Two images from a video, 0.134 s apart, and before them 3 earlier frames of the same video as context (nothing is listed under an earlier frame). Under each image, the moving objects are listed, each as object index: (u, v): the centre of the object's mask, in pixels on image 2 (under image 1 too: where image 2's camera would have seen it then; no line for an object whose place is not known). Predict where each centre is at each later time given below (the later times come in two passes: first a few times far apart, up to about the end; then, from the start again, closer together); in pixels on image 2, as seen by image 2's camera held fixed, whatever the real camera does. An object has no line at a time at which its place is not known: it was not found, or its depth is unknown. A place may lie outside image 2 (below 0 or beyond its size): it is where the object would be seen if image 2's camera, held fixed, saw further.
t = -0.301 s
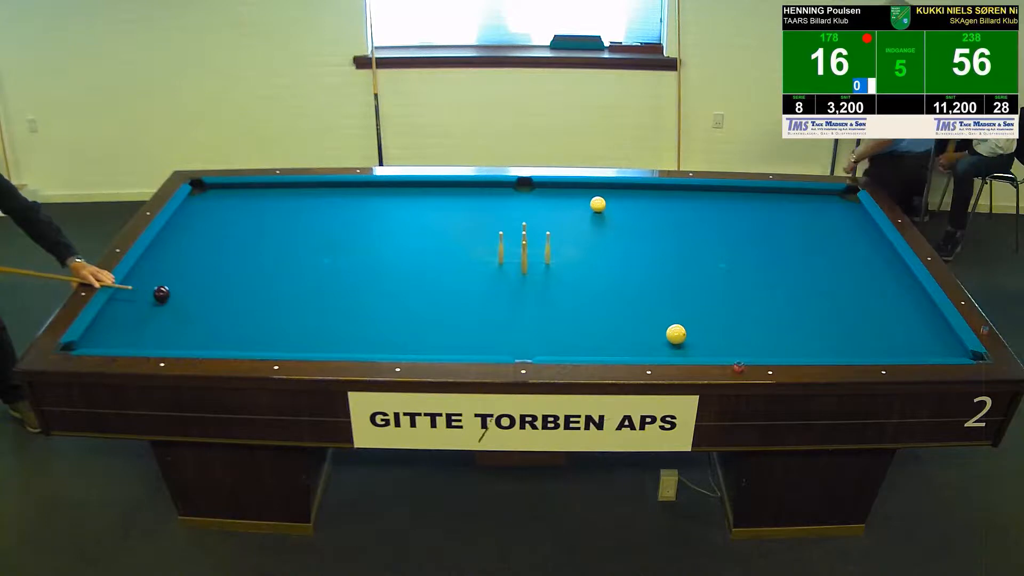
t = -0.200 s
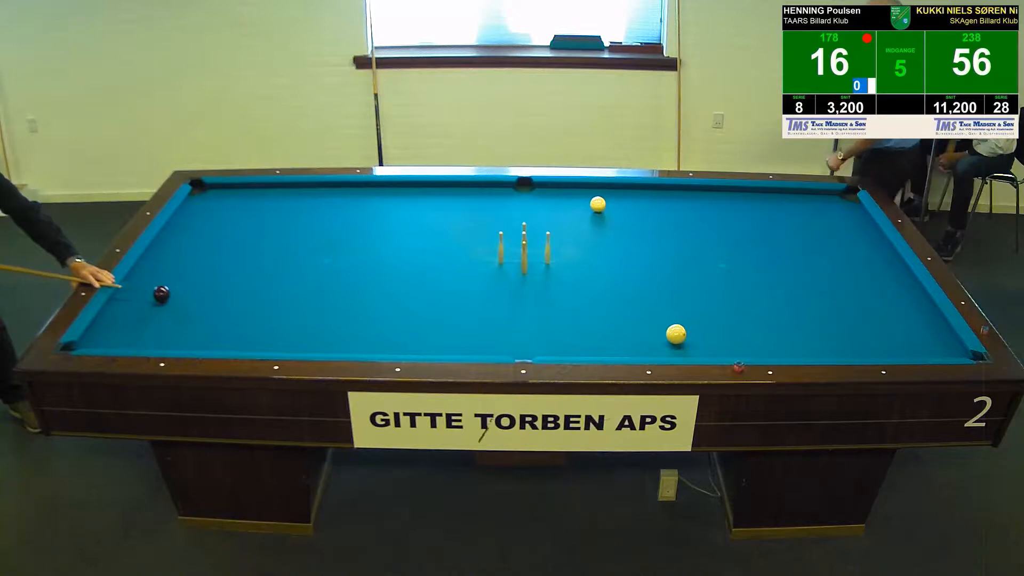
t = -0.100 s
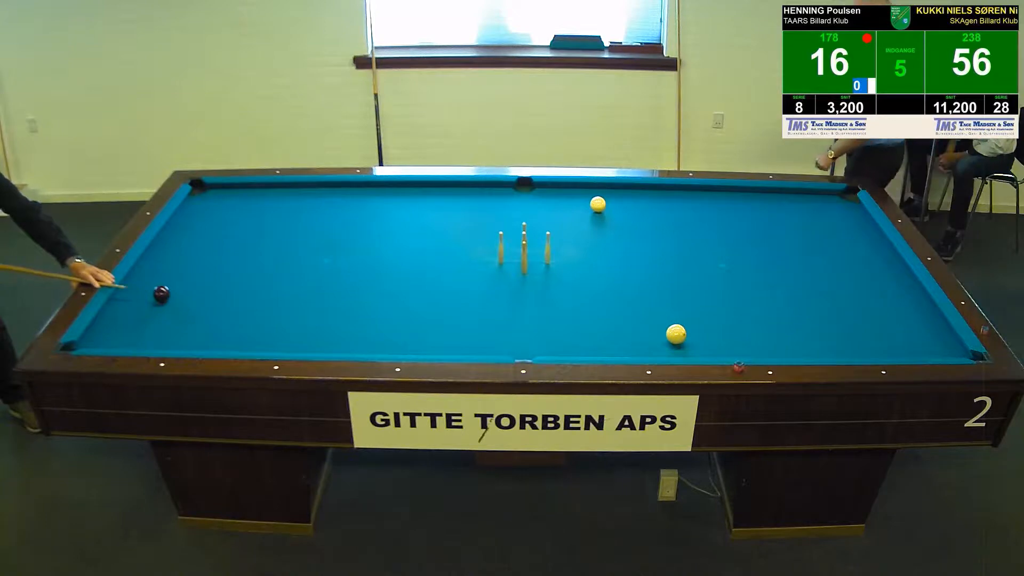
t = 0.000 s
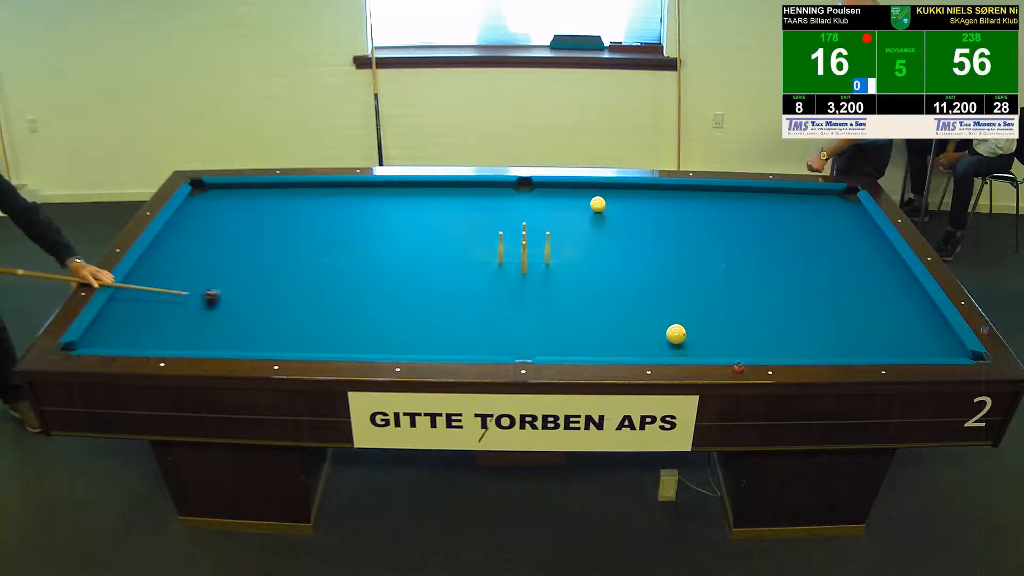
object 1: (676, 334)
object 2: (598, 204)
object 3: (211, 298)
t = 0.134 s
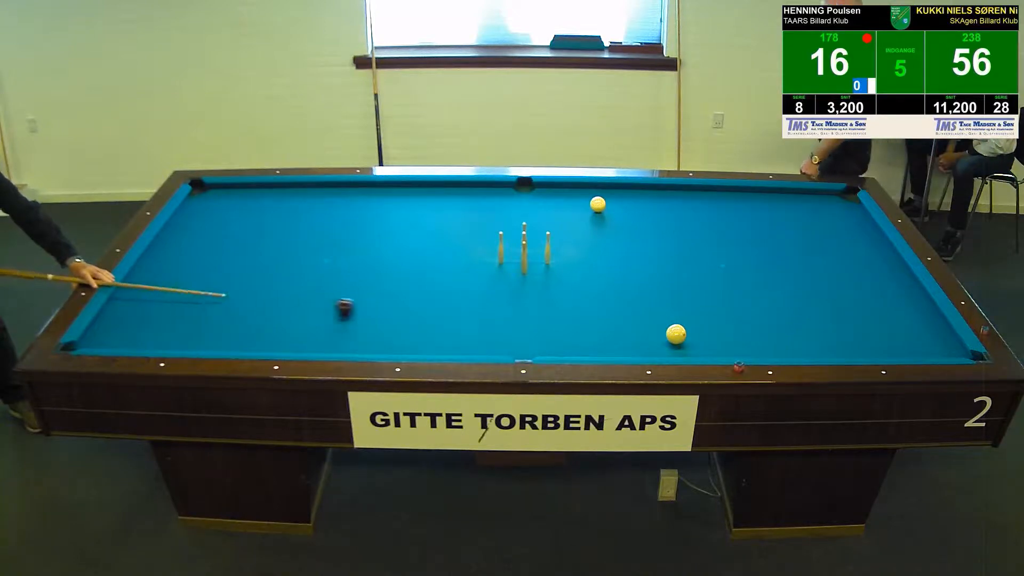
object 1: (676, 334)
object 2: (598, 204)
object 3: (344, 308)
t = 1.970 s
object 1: (746, 223)
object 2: (598, 204)
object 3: (785, 224)
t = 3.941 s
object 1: (517, 219)
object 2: (508, 238)
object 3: (551, 205)
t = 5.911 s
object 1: (337, 260)
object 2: (347, 300)
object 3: (442, 221)
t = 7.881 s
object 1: (192, 294)
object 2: (220, 344)
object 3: (377, 231)
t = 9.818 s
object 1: (102, 319)
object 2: (190, 326)
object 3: (363, 235)
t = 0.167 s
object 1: (676, 334)
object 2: (598, 204)
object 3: (378, 310)
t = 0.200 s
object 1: (676, 334)
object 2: (598, 204)
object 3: (411, 312)
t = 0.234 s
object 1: (676, 334)
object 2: (598, 204)
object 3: (445, 315)
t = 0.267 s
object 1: (676, 334)
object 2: (598, 204)
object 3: (476, 317)
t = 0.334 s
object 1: (676, 334)
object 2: (598, 204)
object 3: (541, 322)
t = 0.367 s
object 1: (676, 334)
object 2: (598, 204)
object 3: (572, 324)
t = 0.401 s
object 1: (676, 334)
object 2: (598, 204)
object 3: (603, 326)
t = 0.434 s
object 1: (676, 334)
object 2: (598, 204)
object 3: (635, 329)
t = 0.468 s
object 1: (683, 336)
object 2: (598, 204)
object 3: (659, 328)
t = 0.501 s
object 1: (710, 343)
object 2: (598, 204)
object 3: (664, 324)
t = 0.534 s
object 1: (737, 348)
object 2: (598, 204)
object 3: (669, 320)
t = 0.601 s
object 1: (775, 349)
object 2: (598, 204)
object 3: (682, 313)
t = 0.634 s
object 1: (788, 346)
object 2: (598, 204)
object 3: (690, 309)
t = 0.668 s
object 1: (799, 341)
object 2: (598, 204)
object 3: (698, 306)
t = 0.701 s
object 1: (810, 337)
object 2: (598, 204)
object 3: (707, 303)
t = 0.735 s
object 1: (820, 333)
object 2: (598, 204)
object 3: (716, 301)
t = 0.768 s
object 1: (830, 330)
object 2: (598, 204)
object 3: (725, 299)
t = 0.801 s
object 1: (839, 326)
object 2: (598, 204)
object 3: (735, 296)
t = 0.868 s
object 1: (856, 320)
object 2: (598, 204)
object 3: (755, 291)
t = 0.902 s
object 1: (865, 317)
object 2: (598, 204)
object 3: (764, 289)
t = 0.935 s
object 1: (873, 314)
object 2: (598, 204)
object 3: (773, 287)
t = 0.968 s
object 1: (881, 311)
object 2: (598, 204)
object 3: (783, 285)
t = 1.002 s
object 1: (889, 308)
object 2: (598, 204)
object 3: (792, 283)
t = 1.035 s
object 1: (897, 305)
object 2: (598, 204)
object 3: (801, 281)
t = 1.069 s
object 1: (905, 303)
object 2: (598, 204)
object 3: (810, 278)
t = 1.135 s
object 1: (919, 297)
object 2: (598, 204)
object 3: (827, 274)
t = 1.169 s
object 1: (921, 294)
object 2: (598, 204)
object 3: (835, 273)
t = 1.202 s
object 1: (911, 291)
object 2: (598, 204)
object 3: (843, 271)
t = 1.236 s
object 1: (902, 287)
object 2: (598, 204)
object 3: (851, 268)
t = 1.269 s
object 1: (893, 284)
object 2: (598, 204)
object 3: (859, 266)
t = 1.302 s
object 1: (885, 281)
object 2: (598, 204)
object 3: (867, 265)
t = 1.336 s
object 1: (877, 278)
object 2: (598, 204)
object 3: (874, 262)
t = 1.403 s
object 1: (863, 271)
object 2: (598, 204)
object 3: (890, 259)
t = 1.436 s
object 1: (855, 268)
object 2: (598, 204)
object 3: (895, 258)
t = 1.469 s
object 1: (848, 265)
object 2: (598, 204)
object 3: (887, 255)
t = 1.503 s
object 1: (841, 262)
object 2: (598, 204)
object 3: (878, 253)
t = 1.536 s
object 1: (834, 259)
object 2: (598, 204)
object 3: (870, 250)
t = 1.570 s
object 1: (827, 256)
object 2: (598, 204)
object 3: (863, 248)
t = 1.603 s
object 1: (820, 253)
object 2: (598, 204)
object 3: (857, 246)
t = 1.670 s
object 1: (806, 248)
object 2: (598, 204)
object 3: (843, 242)
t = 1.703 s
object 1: (799, 245)
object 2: (598, 204)
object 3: (837, 240)
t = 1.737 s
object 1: (792, 242)
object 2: (598, 204)
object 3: (830, 238)
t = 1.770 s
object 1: (785, 239)
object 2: (598, 204)
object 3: (823, 236)
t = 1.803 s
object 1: (779, 236)
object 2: (598, 204)
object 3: (817, 234)
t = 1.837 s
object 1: (772, 234)
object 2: (598, 204)
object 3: (811, 232)
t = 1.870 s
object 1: (765, 231)
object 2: (598, 204)
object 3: (804, 230)
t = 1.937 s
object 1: (752, 226)
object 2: (598, 204)
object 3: (791, 226)
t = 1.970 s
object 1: (746, 223)
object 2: (598, 204)
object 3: (785, 224)
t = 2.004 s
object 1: (740, 221)
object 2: (598, 204)
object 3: (779, 223)
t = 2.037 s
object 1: (734, 218)
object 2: (598, 204)
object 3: (773, 221)
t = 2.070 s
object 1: (727, 216)
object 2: (598, 204)
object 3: (766, 219)
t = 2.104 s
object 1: (721, 213)
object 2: (598, 204)
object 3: (760, 217)
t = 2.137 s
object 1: (715, 211)
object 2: (598, 204)
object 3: (754, 215)
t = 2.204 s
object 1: (703, 206)
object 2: (598, 204)
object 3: (742, 211)
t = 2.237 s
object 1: (697, 204)
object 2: (598, 204)
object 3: (736, 209)
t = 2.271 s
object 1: (692, 201)
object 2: (598, 204)
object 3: (730, 208)
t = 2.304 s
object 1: (686, 199)
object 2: (598, 204)
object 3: (725, 206)
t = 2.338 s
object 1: (680, 197)
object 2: (598, 204)
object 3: (719, 204)
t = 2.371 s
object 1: (674, 195)
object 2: (598, 204)
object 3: (713, 203)
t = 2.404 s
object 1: (669, 192)
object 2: (598, 204)
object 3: (707, 201)
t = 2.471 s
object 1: (658, 188)
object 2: (598, 204)
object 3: (695, 198)
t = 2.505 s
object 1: (652, 187)
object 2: (598, 204)
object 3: (690, 196)
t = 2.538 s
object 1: (649, 188)
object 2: (598, 204)
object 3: (684, 194)
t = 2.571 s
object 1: (644, 190)
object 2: (598, 204)
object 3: (679, 193)
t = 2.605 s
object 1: (640, 191)
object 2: (598, 204)
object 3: (673, 192)
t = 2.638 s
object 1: (636, 192)
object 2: (598, 204)
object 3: (667, 191)
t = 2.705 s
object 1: (627, 194)
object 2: (598, 204)
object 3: (658, 188)
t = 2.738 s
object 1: (622, 196)
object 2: (598, 204)
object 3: (654, 189)
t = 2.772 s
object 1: (618, 197)
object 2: (598, 204)
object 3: (650, 190)
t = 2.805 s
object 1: (614, 198)
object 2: (598, 204)
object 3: (646, 191)
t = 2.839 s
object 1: (610, 199)
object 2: (597, 205)
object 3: (642, 192)
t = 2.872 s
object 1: (608, 200)
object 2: (595, 205)
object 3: (638, 193)
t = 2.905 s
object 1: (606, 200)
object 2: (592, 206)
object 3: (634, 193)
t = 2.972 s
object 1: (603, 201)
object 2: (586, 209)
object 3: (625, 195)
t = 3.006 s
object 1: (602, 201)
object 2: (583, 210)
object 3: (621, 196)
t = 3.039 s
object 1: (600, 201)
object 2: (581, 211)
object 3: (617, 196)
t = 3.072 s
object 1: (598, 201)
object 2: (578, 212)
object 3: (613, 197)
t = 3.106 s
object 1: (597, 201)
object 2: (575, 213)
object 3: (610, 198)
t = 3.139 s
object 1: (594, 202)
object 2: (573, 214)
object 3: (607, 199)
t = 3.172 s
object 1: (590, 203)
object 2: (570, 215)
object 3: (604, 199)
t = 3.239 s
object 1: (584, 204)
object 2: (564, 217)
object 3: (599, 200)
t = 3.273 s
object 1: (581, 205)
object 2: (562, 218)
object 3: (596, 200)
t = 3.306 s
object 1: (578, 205)
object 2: (559, 219)
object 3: (595, 200)
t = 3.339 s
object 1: (575, 206)
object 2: (556, 220)
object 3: (591, 200)
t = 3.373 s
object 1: (571, 207)
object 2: (554, 221)
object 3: (589, 200)
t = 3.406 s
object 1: (568, 208)
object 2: (551, 222)
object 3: (587, 201)
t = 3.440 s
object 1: (565, 208)
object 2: (548, 223)
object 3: (584, 201)
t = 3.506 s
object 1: (558, 210)
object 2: (542, 225)
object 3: (580, 202)
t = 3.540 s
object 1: (555, 211)
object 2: (540, 226)
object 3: (578, 202)
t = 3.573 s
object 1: (552, 211)
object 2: (537, 227)
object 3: (575, 202)
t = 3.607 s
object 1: (549, 212)
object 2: (534, 228)
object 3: (573, 203)
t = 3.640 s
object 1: (546, 213)
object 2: (532, 229)
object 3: (571, 203)
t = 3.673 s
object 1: (542, 213)
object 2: (530, 230)
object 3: (568, 203)
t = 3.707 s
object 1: (539, 214)
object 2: (526, 231)
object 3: (567, 204)
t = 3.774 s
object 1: (533, 216)
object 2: (519, 233)
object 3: (562, 204)
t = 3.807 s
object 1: (529, 216)
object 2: (516, 234)
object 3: (560, 204)
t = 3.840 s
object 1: (526, 217)
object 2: (514, 235)
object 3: (557, 205)
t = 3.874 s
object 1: (523, 218)
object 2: (512, 236)
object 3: (555, 205)
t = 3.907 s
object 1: (520, 218)
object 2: (510, 237)
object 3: (553, 205)
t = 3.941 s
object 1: (517, 219)
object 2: (508, 238)
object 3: (551, 205)
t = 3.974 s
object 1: (514, 220)
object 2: (505, 239)
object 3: (549, 206)
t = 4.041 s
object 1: (507, 221)
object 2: (498, 241)
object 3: (544, 206)
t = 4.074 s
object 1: (504, 222)
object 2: (493, 242)
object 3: (542, 207)
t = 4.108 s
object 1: (501, 223)
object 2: (492, 243)
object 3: (540, 207)
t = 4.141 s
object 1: (497, 224)
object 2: (490, 245)
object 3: (538, 207)
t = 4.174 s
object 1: (494, 224)
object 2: (487, 246)
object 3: (536, 207)
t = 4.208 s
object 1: (491, 225)
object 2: (484, 247)
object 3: (534, 208)
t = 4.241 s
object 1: (488, 226)
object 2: (482, 248)
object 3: (531, 208)
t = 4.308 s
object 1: (482, 227)
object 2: (476, 250)
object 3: (528, 208)
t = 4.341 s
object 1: (479, 228)
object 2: (473, 251)
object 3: (526, 209)
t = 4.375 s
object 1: (476, 229)
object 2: (471, 252)
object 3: (524, 209)
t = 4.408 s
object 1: (472, 229)
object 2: (468, 253)
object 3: (521, 209)
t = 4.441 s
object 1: (469, 230)
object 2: (465, 254)
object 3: (519, 209)
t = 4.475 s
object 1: (466, 231)
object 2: (462, 255)
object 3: (517, 210)
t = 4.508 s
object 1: (463, 232)
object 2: (459, 256)
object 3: (515, 210)
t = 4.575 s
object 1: (457, 233)
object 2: (454, 258)
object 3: (511, 211)
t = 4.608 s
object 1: (454, 234)
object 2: (451, 259)
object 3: (509, 211)
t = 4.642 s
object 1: (450, 234)
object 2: (449, 260)
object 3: (507, 211)
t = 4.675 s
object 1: (447, 235)
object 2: (446, 261)
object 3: (505, 211)
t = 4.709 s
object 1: (444, 236)
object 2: (443, 262)
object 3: (504, 212)
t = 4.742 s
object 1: (441, 236)
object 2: (440, 263)
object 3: (502, 212)
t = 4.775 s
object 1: (438, 237)
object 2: (438, 264)
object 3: (500, 212)
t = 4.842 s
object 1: (432, 238)
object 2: (432, 267)
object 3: (496, 213)
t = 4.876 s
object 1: (429, 239)
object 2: (429, 268)
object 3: (494, 213)
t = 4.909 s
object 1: (426, 240)
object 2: (427, 269)
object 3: (492, 213)
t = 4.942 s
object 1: (423, 240)
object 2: (424, 270)
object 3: (490, 214)
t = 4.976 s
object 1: (420, 241)
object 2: (421, 271)
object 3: (488, 214)
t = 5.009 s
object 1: (417, 242)
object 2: (418, 272)
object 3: (486, 214)
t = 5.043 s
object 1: (413, 242)
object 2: (416, 273)
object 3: (485, 215)
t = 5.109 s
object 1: (407, 244)
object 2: (410, 275)
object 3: (481, 215)
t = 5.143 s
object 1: (405, 244)
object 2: (408, 276)
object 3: (479, 215)
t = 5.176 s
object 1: (402, 245)
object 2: (405, 277)
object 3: (478, 216)
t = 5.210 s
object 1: (398, 246)
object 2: (402, 278)
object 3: (476, 216)
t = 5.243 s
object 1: (396, 246)
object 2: (400, 279)
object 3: (474, 216)
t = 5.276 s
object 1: (393, 247)
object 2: (397, 280)
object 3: (472, 216)
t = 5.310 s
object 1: (389, 248)
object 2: (394, 281)
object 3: (471, 217)
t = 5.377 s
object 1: (383, 249)
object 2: (389, 284)
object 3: (467, 217)
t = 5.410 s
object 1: (380, 250)
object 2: (386, 285)
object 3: (466, 217)
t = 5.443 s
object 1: (378, 251)
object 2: (383, 286)
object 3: (464, 218)
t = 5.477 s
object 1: (375, 251)
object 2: (381, 286)
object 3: (462, 218)
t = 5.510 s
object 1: (372, 252)
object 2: (378, 288)
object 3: (460, 218)
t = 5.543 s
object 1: (369, 252)
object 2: (375, 289)
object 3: (459, 219)
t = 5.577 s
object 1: (366, 253)
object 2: (373, 290)
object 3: (457, 218)
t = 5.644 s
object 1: (360, 255)
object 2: (368, 292)
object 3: (454, 219)
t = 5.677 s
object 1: (357, 255)
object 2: (365, 293)
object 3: (452, 220)
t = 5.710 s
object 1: (354, 256)
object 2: (362, 294)
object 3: (451, 220)
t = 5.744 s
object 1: (351, 257)
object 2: (360, 295)
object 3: (449, 220)
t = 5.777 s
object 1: (349, 257)
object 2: (357, 296)
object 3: (448, 220)
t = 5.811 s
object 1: (346, 258)
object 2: (354, 297)
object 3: (446, 220)
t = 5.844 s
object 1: (343, 259)
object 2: (352, 298)
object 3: (445, 221)
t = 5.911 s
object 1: (337, 260)
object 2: (347, 300)
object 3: (442, 221)
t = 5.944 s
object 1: (335, 260)
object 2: (344, 301)
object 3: (440, 221)
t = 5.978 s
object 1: (332, 261)
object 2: (341, 302)
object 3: (439, 222)
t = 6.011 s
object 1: (329, 262)
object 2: (339, 303)
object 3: (437, 222)
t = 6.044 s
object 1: (326, 262)
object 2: (336, 304)
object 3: (436, 222)
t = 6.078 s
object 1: (324, 263)
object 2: (334, 305)
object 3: (434, 222)
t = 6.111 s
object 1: (321, 264)
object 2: (331, 306)
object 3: (433, 222)
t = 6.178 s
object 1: (315, 265)
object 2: (326, 308)
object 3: (430, 223)
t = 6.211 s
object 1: (313, 266)
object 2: (323, 309)
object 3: (429, 223)
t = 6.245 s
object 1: (310, 266)
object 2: (321, 310)
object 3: (427, 223)
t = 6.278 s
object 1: (307, 267)
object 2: (319, 311)
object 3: (426, 223)
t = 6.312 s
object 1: (305, 267)
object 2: (316, 312)
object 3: (425, 224)
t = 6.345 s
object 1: (302, 268)
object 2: (314, 313)
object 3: (423, 224)
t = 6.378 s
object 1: (299, 269)
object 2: (311, 314)
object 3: (422, 224)
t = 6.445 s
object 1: (294, 270)
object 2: (306, 316)
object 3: (419, 224)
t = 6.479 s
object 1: (291, 271)
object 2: (304, 317)
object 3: (418, 225)
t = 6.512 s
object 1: (289, 271)
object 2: (301, 318)
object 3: (417, 225)
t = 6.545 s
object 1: (286, 272)
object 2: (299, 319)
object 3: (416, 225)
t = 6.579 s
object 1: (283, 272)
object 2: (296, 320)
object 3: (414, 225)
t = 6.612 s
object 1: (281, 273)
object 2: (294, 321)
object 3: (413, 226)
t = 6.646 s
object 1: (278, 274)
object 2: (292, 322)
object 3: (412, 226)
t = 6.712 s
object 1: (273, 275)
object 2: (287, 324)
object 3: (409, 226)
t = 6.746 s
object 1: (271, 275)
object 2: (285, 325)
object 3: (408, 226)
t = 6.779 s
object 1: (268, 276)
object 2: (282, 326)
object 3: (407, 227)
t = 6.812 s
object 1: (266, 277)
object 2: (280, 327)
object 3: (406, 227)
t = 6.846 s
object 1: (263, 277)
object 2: (277, 328)
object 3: (405, 227)
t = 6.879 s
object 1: (261, 278)
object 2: (275, 329)
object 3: (404, 227)
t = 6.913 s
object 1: (258, 278)
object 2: (273, 330)
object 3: (403, 227)
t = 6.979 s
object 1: (253, 280)
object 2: (268, 332)
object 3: (400, 228)
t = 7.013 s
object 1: (251, 280)
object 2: (266, 333)
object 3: (399, 228)
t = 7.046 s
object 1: (248, 281)
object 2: (263, 334)
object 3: (398, 228)
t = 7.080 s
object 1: (246, 281)
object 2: (261, 334)
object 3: (397, 228)
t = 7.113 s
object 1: (244, 282)
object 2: (259, 335)
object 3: (396, 228)
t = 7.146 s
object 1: (241, 283)
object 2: (257, 336)
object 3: (395, 229)
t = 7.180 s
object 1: (239, 283)
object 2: (255, 337)
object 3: (394, 229)
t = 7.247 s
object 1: (234, 284)
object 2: (250, 339)
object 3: (392, 229)
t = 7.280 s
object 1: (232, 285)
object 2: (248, 340)
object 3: (391, 229)
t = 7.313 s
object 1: (229, 285)
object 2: (246, 341)
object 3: (390, 229)
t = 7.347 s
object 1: (227, 286)
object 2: (243, 341)
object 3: (389, 229)
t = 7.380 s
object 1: (225, 286)
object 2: (241, 342)
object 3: (388, 230)
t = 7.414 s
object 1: (223, 287)
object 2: (239, 343)
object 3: (387, 230)
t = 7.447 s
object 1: (220, 288)
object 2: (237, 344)
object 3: (387, 230)
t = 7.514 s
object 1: (216, 289)
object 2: (232, 345)
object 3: (385, 230)
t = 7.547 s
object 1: (214, 289)
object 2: (230, 345)
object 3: (384, 230)
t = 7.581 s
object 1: (212, 289)
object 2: (228, 346)
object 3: (383, 230)
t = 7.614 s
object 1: (209, 290)
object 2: (226, 346)
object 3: (382, 230)
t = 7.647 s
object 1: (207, 290)
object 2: (226, 346)
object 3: (382, 230)
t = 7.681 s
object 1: (205, 291)
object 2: (224, 346)
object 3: (381, 230)
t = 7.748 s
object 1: (201, 292)
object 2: (223, 345)
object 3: (379, 231)
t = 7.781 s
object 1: (198, 293)
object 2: (222, 345)
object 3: (379, 231)
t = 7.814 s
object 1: (196, 293)
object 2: (221, 344)
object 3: (378, 231)
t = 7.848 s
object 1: (194, 294)
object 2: (220, 344)
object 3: (377, 232)
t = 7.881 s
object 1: (192, 294)
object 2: (220, 344)
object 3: (377, 231)
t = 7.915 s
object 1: (190, 295)
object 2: (219, 343)
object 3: (376, 232)
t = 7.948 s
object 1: (188, 295)
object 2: (218, 343)
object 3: (375, 232)
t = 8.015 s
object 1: (184, 296)
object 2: (216, 342)
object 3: (374, 232)
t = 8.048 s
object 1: (182, 297)
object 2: (216, 342)
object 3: (374, 232)
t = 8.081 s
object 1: (180, 297)
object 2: (215, 342)
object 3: (373, 233)
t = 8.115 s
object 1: (178, 298)
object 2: (214, 341)
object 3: (373, 232)
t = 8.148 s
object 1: (176, 298)
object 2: (213, 341)
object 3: (372, 233)
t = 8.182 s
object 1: (174, 299)
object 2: (213, 341)
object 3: (372, 233)
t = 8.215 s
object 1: (172, 299)
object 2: (212, 340)
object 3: (371, 233)
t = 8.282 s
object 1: (168, 300)
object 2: (211, 340)
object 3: (370, 233)
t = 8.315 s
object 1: (166, 301)
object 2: (210, 339)
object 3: (369, 233)
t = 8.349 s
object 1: (165, 301)
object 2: (209, 339)
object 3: (369, 233)
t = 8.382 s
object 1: (163, 302)
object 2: (209, 338)
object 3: (369, 233)
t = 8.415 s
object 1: (161, 302)
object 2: (208, 338)
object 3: (368, 233)
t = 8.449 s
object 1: (159, 302)
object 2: (207, 338)
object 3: (368, 233)
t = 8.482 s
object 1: (157, 303)
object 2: (207, 337)
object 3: (367, 234)
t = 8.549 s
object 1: (154, 304)
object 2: (206, 336)
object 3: (367, 234)
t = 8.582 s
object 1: (152, 305)
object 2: (205, 336)
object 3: (366, 234)
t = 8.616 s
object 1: (150, 305)
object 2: (204, 336)
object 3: (366, 234)
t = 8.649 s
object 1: (148, 305)
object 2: (204, 335)
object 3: (365, 234)
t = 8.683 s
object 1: (147, 306)
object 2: (203, 335)
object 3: (365, 234)
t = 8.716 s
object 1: (145, 306)
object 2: (203, 335)
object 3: (365, 234)
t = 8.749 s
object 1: (143, 307)
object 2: (202, 334)
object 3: (365, 234)
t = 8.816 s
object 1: (140, 308)
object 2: (201, 334)
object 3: (364, 234)
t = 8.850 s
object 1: (138, 308)
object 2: (201, 333)
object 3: (364, 234)
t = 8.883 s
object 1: (137, 309)
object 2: (200, 333)
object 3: (364, 234)
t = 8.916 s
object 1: (135, 309)
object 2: (200, 333)
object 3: (364, 234)
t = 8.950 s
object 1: (133, 309)
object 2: (199, 332)
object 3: (364, 234)
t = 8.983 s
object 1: (132, 310)
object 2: (199, 332)
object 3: (363, 234)
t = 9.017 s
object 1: (130, 310)
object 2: (198, 332)
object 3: (363, 234)
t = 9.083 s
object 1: (127, 311)
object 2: (197, 331)
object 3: (363, 234)
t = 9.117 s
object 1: (125, 311)
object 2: (197, 331)
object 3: (363, 235)
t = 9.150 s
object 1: (124, 312)
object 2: (197, 331)
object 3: (363, 235)
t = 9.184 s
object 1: (123, 312)
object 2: (196, 330)
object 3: (363, 235)
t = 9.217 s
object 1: (121, 313)
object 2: (196, 330)
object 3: (363, 234)
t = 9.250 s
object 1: (119, 313)
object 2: (195, 330)
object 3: (363, 234)
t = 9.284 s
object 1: (118, 314)
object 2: (195, 329)
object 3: (363, 235)
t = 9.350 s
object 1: (115, 314)
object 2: (194, 329)
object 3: (362, 235)
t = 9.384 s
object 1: (114, 315)
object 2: (194, 329)
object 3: (363, 235)
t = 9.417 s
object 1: (112, 315)
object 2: (193, 328)
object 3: (363, 235)
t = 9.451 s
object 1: (111, 315)
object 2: (193, 328)
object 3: (363, 235)
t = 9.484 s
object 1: (110, 316)
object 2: (193, 328)
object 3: (363, 235)
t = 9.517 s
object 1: (108, 316)
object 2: (193, 328)
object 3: (363, 235)
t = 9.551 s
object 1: (107, 316)
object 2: (192, 328)
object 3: (363, 235)
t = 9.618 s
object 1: (104, 317)
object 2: (191, 327)
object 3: (363, 235)
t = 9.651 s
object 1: (103, 317)
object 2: (191, 327)
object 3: (363, 235)
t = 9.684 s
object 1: (102, 318)
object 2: (191, 327)
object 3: (363, 235)
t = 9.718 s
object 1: (101, 318)
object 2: (191, 327)
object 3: (363, 235)
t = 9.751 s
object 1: (102, 318)
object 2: (190, 327)
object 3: (363, 235)
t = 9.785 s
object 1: (102, 318)
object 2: (190, 326)
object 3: (363, 235)
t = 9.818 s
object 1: (102, 319)
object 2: (190, 326)
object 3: (363, 235)
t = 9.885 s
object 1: (103, 319)
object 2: (189, 326)
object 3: (363, 235)
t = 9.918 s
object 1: (104, 319)
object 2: (189, 326)
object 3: (363, 235)
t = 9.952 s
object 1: (104, 320)
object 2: (189, 325)
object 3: (363, 235)
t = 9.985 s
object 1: (104, 320)
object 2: (189, 325)
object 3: (363, 235)
